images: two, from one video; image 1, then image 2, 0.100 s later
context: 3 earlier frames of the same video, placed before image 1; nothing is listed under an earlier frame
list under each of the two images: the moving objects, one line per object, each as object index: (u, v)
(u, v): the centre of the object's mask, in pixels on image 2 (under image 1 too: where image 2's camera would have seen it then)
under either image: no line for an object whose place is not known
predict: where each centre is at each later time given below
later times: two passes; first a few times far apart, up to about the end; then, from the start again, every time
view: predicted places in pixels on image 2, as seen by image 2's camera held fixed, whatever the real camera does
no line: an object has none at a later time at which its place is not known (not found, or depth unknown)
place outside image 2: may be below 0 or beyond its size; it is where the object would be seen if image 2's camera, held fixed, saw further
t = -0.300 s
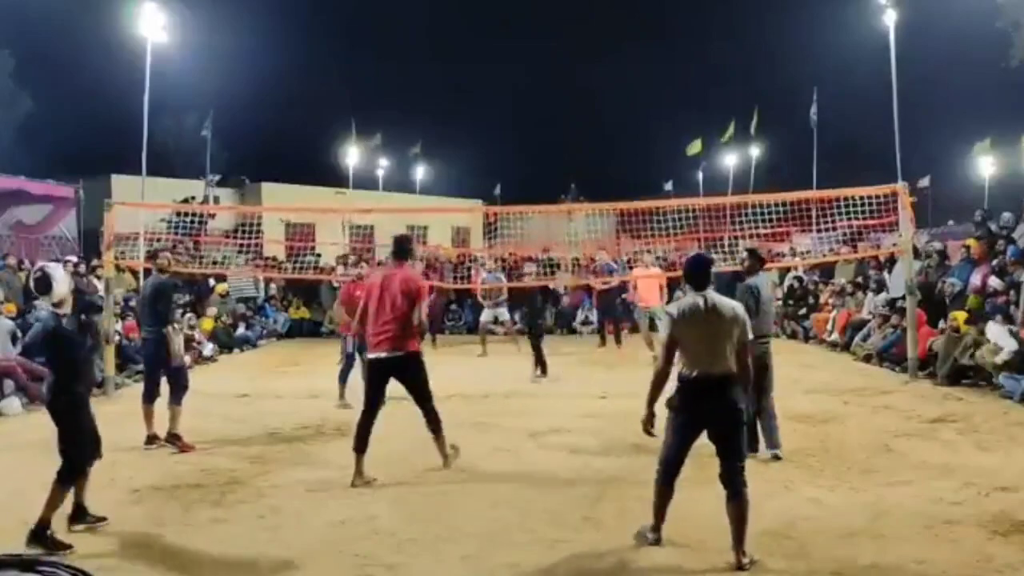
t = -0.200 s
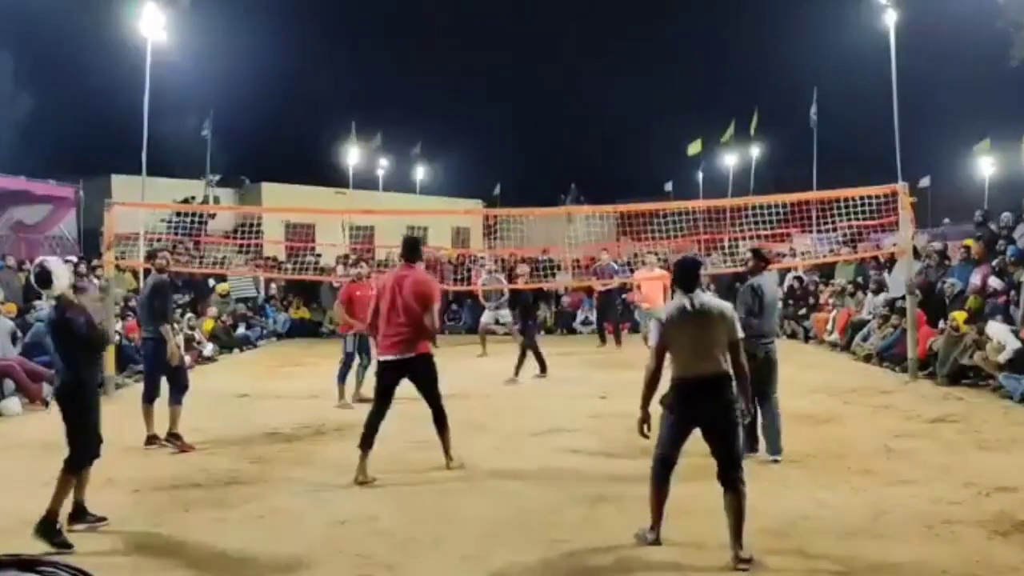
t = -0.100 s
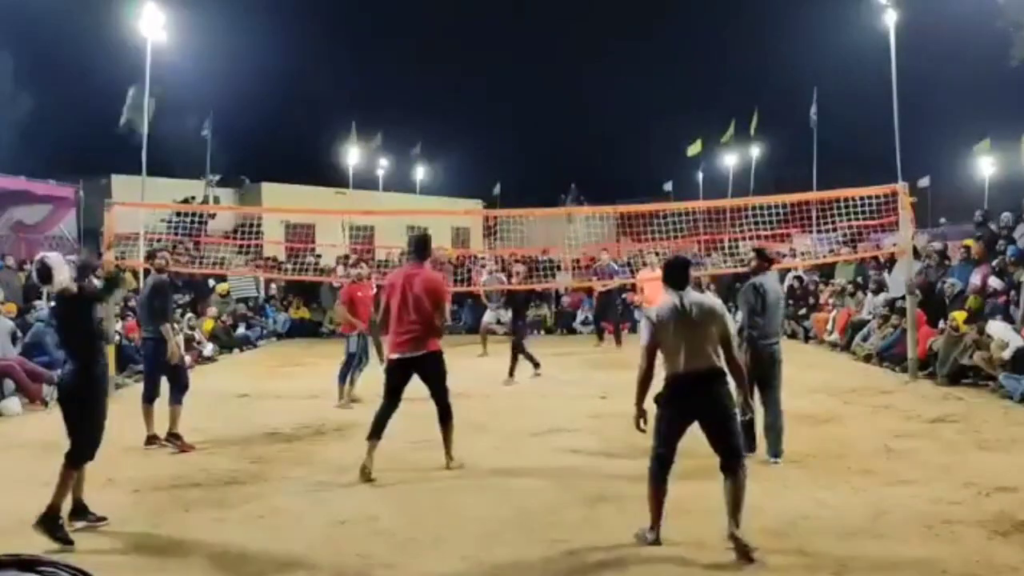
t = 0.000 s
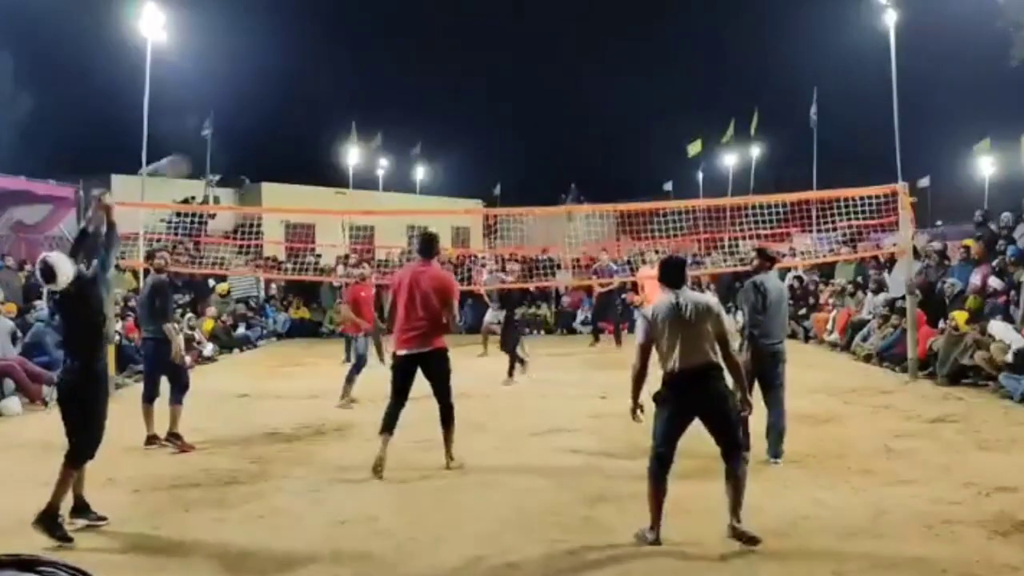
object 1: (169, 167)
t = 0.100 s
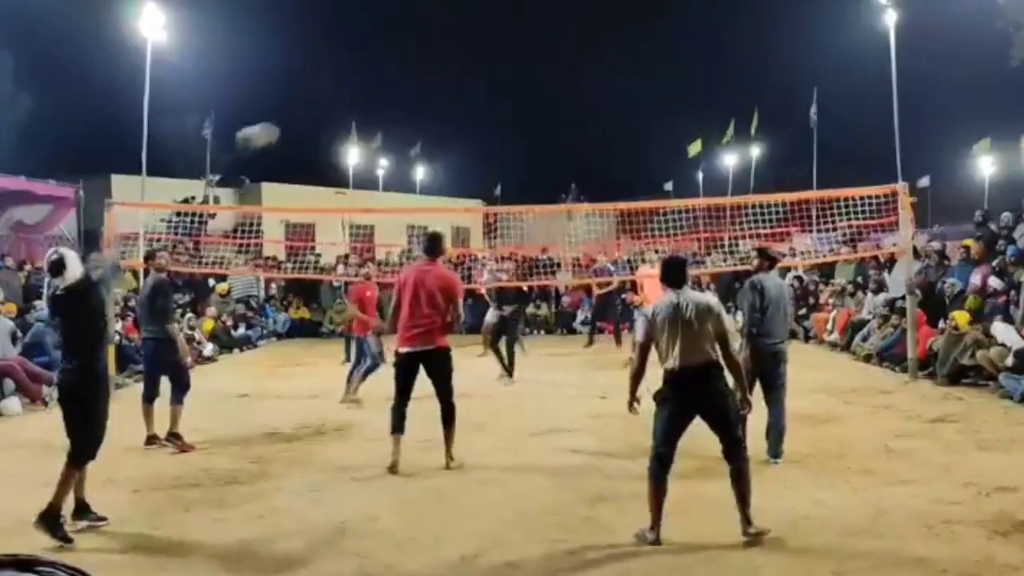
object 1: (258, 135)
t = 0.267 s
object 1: (369, 122)
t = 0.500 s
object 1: (467, 154)
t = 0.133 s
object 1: (286, 128)
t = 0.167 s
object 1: (308, 124)
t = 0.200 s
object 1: (329, 122)
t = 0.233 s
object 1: (350, 121)
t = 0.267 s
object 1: (369, 122)
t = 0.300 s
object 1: (385, 123)
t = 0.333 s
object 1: (402, 126)
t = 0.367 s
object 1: (417, 130)
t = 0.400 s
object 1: (430, 135)
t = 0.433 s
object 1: (444, 141)
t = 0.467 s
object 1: (456, 147)
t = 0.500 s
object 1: (467, 154)
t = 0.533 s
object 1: (480, 163)
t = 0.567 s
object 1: (489, 171)
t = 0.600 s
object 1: (499, 180)
